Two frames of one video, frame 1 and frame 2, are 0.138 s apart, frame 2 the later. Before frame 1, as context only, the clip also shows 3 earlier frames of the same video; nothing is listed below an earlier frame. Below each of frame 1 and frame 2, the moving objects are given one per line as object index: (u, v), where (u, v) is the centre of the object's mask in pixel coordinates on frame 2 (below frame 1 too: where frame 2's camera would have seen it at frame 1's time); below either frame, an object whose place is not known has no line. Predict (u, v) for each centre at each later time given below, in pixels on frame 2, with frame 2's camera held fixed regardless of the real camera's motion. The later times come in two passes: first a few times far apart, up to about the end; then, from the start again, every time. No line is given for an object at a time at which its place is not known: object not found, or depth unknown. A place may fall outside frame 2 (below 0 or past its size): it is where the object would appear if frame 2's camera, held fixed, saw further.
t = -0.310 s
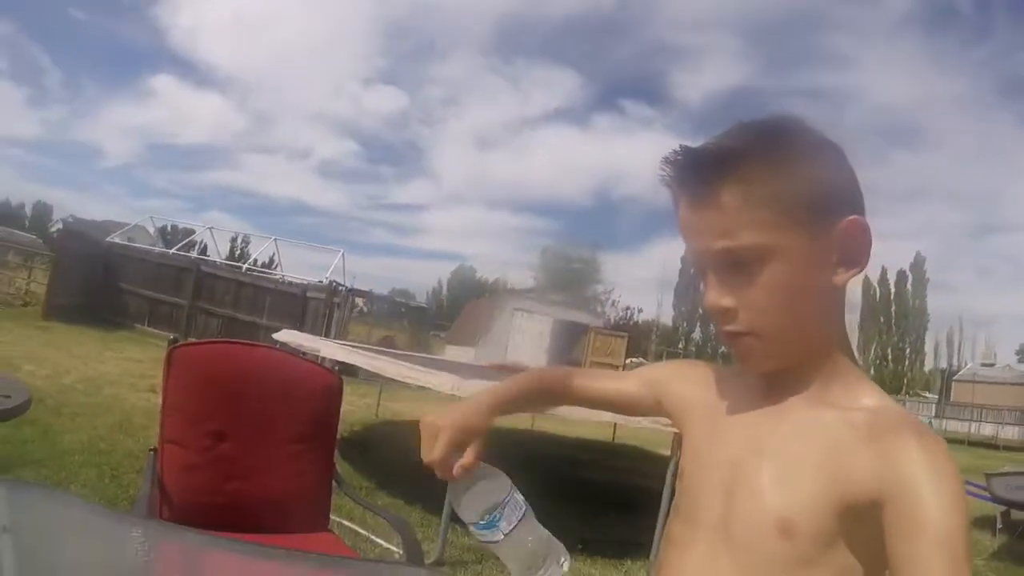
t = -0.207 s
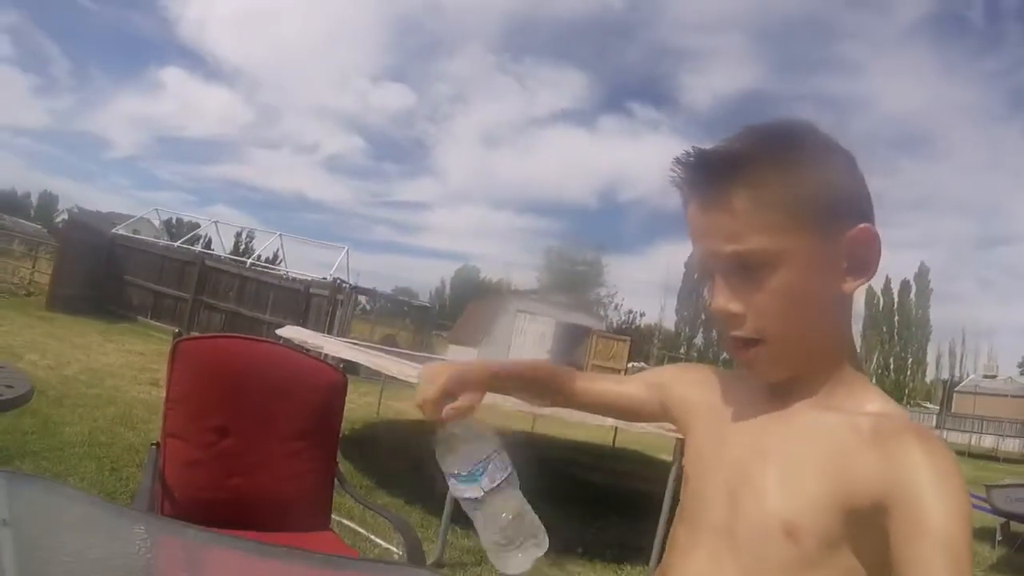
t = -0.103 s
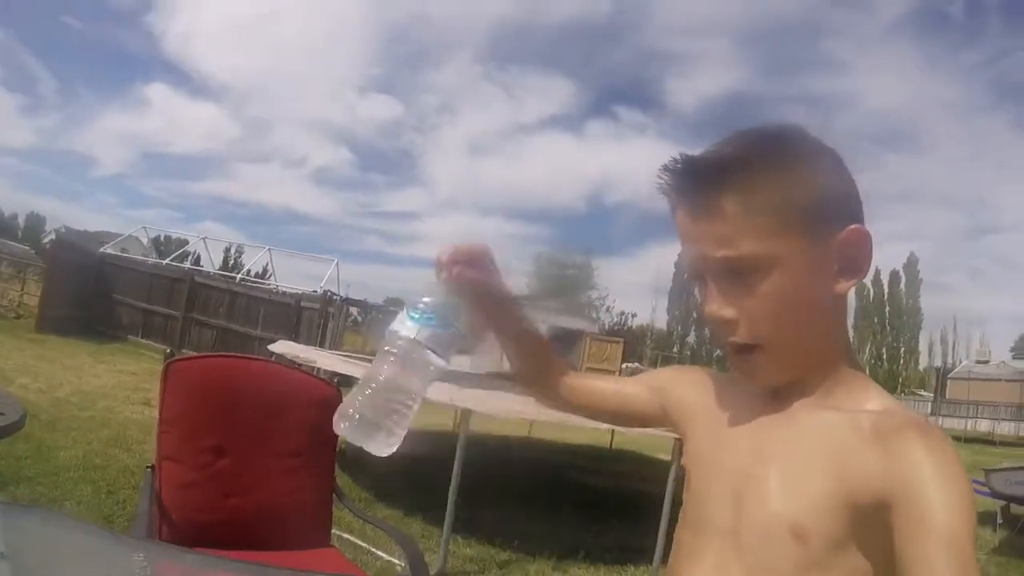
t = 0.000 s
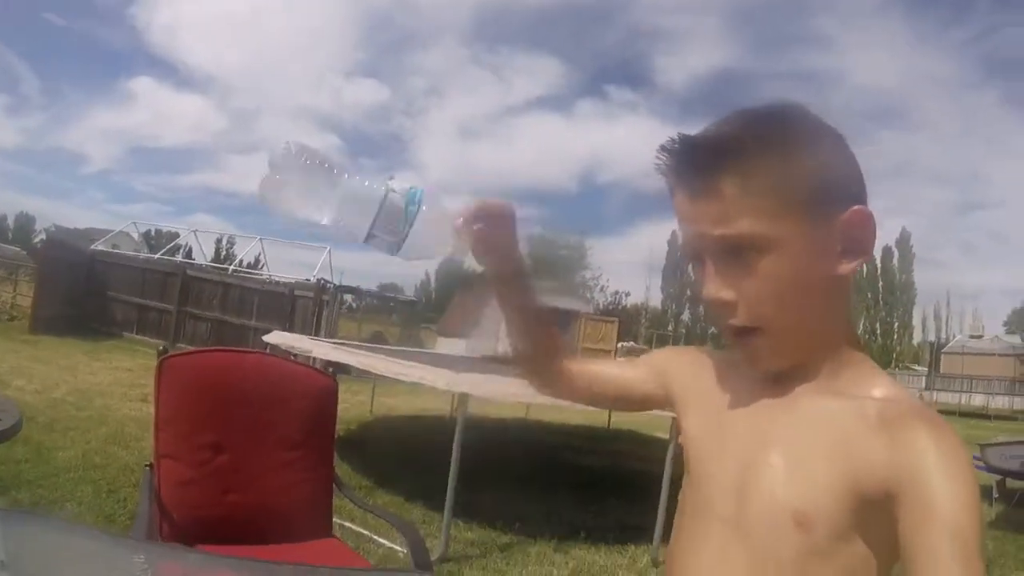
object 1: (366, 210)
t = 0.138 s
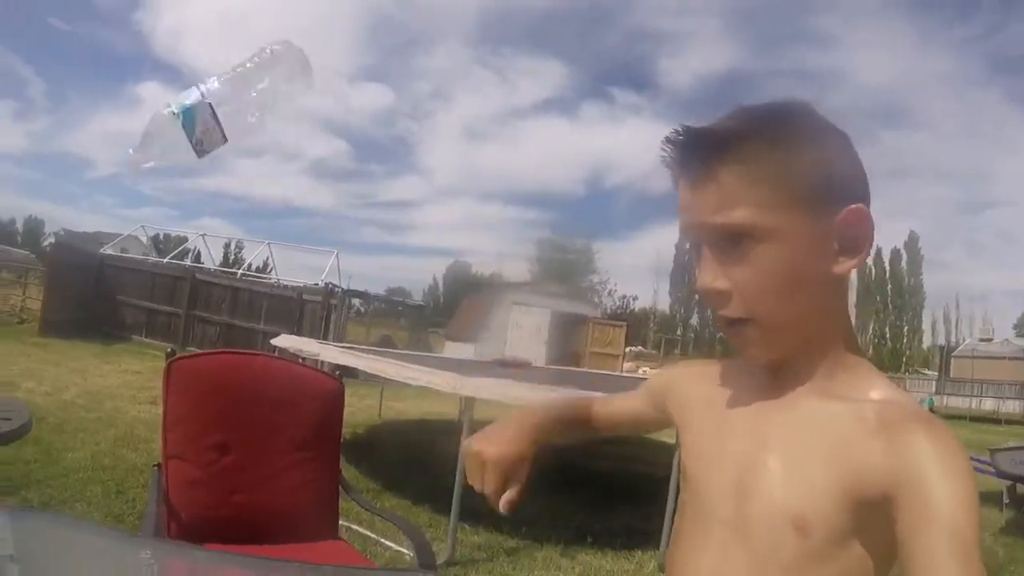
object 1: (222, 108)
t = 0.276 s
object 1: (152, 177)
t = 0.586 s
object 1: (75, 502)
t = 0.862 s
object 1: (71, 508)
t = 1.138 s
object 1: (69, 512)
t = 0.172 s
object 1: (202, 107)
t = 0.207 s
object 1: (185, 118)
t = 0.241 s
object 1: (171, 140)
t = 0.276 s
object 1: (152, 177)
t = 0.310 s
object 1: (132, 228)
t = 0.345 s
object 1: (110, 289)
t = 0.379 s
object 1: (90, 360)
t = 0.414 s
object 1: (77, 446)
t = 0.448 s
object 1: (73, 505)
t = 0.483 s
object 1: (73, 505)
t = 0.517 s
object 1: (75, 504)
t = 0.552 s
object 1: (76, 504)
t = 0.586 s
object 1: (75, 502)
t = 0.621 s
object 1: (73, 502)
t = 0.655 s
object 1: (70, 501)
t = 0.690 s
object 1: (66, 502)
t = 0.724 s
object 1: (62, 503)
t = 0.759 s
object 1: (58, 504)
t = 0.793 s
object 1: (58, 506)
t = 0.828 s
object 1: (64, 508)
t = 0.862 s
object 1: (71, 508)
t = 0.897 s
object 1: (72, 508)
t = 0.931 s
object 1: (69, 508)
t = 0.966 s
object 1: (67, 509)
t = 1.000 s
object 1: (69, 509)
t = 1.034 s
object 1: (66, 508)
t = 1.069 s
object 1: (66, 508)
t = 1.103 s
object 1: (70, 511)
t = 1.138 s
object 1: (69, 512)
